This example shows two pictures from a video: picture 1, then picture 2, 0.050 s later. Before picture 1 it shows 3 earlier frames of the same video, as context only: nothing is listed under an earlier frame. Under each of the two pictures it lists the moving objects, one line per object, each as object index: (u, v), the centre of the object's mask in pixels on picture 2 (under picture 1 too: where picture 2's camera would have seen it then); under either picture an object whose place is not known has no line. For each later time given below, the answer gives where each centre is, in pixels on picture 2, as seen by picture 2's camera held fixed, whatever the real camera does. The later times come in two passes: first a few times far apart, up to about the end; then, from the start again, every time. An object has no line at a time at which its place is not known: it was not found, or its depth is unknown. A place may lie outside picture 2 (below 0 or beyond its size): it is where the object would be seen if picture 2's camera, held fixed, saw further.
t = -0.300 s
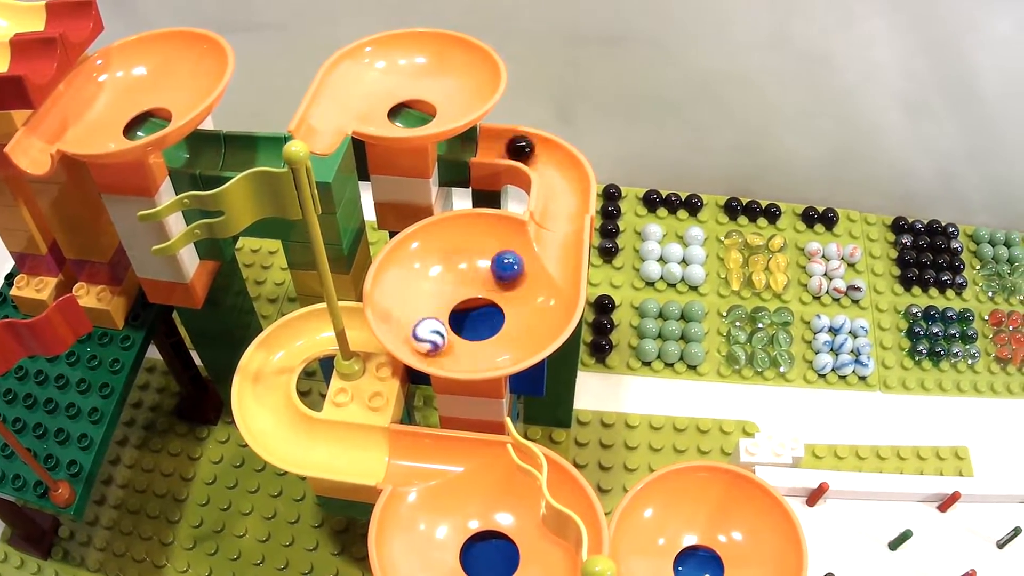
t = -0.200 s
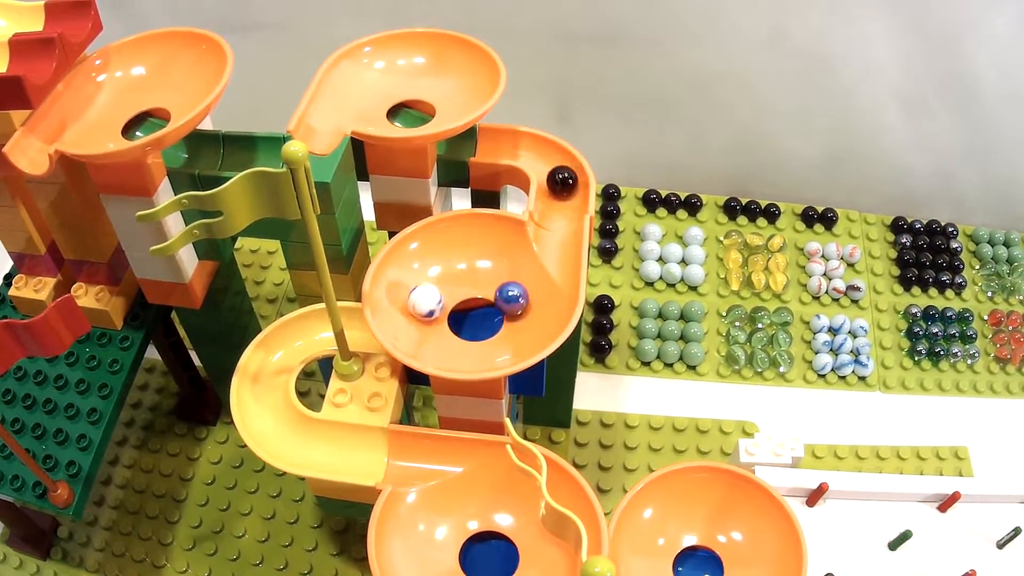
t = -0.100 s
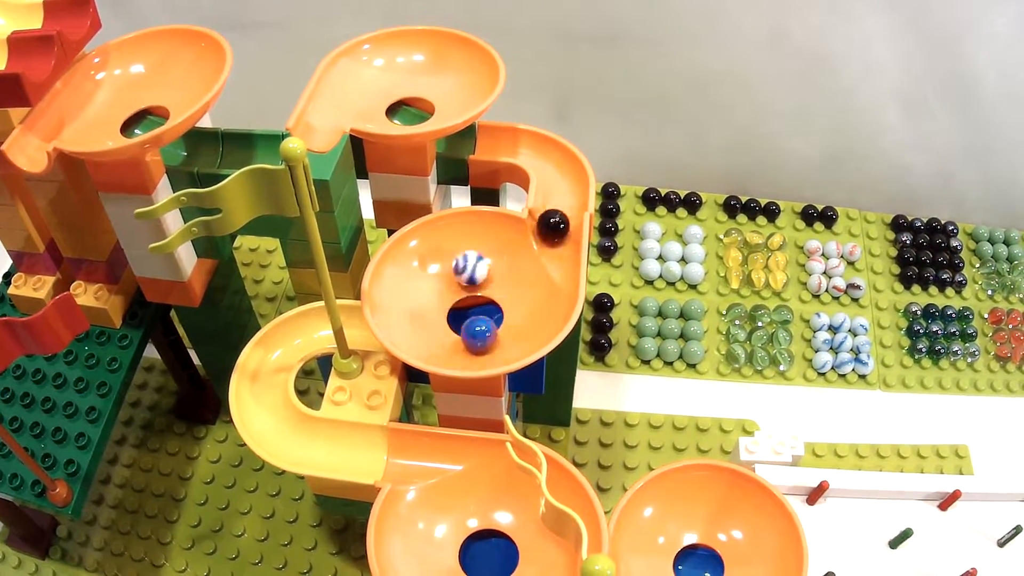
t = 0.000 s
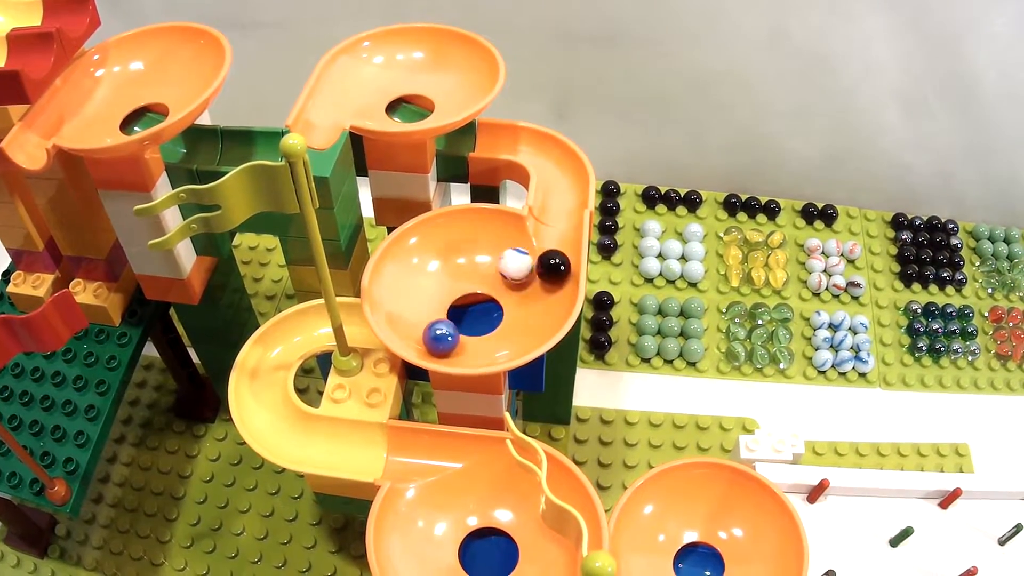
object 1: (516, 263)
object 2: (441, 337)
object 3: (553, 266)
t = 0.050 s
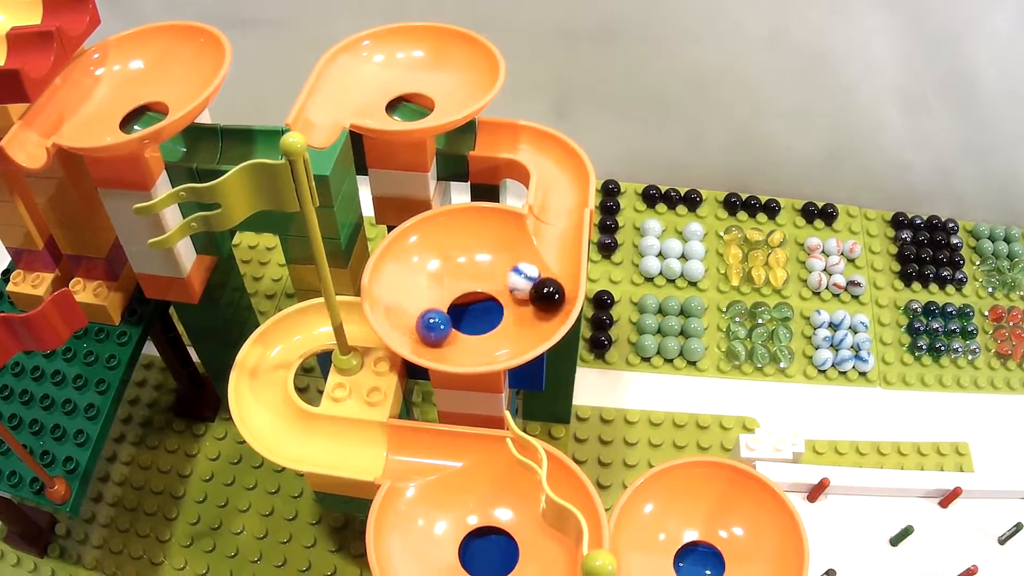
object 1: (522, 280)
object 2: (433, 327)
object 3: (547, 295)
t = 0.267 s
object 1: (436, 332)
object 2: (487, 263)
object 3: (394, 302)
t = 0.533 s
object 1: (492, 263)
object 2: (473, 334)
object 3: (550, 278)
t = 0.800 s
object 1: (471, 331)
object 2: (437, 268)
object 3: (417, 318)
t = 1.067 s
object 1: (460, 278)
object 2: (530, 313)
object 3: (502, 273)
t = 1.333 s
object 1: (499, 309)
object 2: (415, 289)
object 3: (458, 336)
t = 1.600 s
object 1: (440, 308)
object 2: (529, 295)
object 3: (470, 264)
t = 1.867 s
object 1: (505, 276)
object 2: (421, 312)
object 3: (494, 331)
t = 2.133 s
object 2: (515, 277)
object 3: (425, 290)
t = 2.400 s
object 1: (258, 373)
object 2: (442, 329)
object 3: (521, 290)
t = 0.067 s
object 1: (521, 284)
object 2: (433, 323)
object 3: (540, 307)
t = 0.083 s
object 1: (518, 292)
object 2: (435, 318)
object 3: (530, 319)
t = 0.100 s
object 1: (514, 299)
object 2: (437, 312)
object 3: (517, 328)
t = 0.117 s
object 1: (509, 306)
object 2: (440, 306)
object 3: (503, 336)
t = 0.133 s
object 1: (503, 313)
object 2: (443, 300)
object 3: (486, 341)
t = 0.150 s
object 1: (495, 319)
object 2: (447, 292)
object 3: (469, 344)
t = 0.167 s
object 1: (486, 325)
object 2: (452, 287)
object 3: (452, 344)
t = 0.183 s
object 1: (477, 329)
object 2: (458, 280)
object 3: (436, 340)
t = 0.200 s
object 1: (468, 332)
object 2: (463, 275)
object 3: (422, 335)
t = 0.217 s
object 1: (459, 334)
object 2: (469, 272)
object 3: (410, 327)
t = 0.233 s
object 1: (451, 335)
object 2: (475, 268)
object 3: (402, 320)
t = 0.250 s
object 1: (443, 334)
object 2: (482, 265)
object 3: (396, 311)
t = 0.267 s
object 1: (436, 332)
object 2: (487, 263)
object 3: (394, 302)
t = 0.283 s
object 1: (430, 329)
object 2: (492, 262)
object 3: (395, 294)
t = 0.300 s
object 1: (426, 327)
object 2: (497, 262)
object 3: (398, 287)
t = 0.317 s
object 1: (424, 323)
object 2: (500, 264)
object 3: (406, 279)
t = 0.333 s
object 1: (423, 318)
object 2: (503, 268)
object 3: (415, 272)
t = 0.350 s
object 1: (424, 314)
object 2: (505, 272)
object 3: (426, 266)
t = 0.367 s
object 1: (427, 308)
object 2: (507, 277)
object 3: (439, 262)
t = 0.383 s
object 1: (430, 303)
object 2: (507, 283)
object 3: (454, 257)
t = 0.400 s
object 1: (435, 298)
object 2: (507, 289)
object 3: (469, 254)
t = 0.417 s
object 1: (441, 292)
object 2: (505, 296)
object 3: (484, 252)
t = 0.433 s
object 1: (448, 286)
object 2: (503, 302)
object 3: (498, 251)
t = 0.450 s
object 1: (455, 281)
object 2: (500, 309)
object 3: (512, 252)
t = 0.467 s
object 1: (463, 276)
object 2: (495, 316)
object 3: (523, 253)
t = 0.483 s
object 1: (471, 272)
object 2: (490, 322)
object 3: (533, 257)
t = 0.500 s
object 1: (477, 269)
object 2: (485, 327)
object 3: (541, 262)
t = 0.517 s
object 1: (485, 265)
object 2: (479, 331)
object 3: (546, 269)
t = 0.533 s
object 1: (492, 263)
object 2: (473, 334)
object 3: (550, 278)
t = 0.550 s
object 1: (499, 262)
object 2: (467, 337)
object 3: (550, 287)
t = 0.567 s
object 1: (505, 262)
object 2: (461, 338)
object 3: (547, 296)
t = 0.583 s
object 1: (510, 263)
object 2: (456, 339)
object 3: (541, 307)
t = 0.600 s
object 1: (514, 266)
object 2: (451, 338)
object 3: (531, 317)
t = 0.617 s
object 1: (516, 270)
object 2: (447, 337)
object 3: (520, 326)
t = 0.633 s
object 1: (517, 275)
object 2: (444, 335)
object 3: (505, 333)
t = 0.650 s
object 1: (517, 281)
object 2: (441, 332)
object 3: (490, 338)
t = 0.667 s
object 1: (516, 287)
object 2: (440, 328)
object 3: (474, 341)
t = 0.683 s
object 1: (513, 294)
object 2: (435, 321)
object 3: (462, 342)
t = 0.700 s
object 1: (510, 300)
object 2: (431, 313)
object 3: (452, 342)
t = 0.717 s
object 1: (505, 308)
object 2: (429, 305)
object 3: (442, 341)
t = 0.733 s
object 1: (499, 314)
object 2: (428, 298)
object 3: (434, 338)
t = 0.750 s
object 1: (493, 319)
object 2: (428, 289)
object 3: (427, 334)
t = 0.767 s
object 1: (485, 324)
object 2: (430, 282)
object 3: (422, 330)
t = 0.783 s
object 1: (478, 328)
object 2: (433, 275)
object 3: (418, 324)
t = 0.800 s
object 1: (471, 331)
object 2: (437, 268)
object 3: (417, 318)
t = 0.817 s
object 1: (463, 334)
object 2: (442, 264)
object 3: (417, 312)
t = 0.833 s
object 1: (456, 335)
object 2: (448, 260)
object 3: (420, 304)
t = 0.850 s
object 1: (448, 335)
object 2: (455, 258)
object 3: (424, 296)
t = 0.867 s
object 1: (443, 334)
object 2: (462, 256)
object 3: (430, 289)
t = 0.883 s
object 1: (438, 333)
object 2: (469, 257)
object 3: (437, 282)
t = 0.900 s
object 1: (434, 329)
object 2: (477, 258)
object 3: (445, 275)
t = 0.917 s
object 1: (432, 326)
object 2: (486, 261)
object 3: (452, 269)
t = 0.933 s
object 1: (431, 322)
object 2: (496, 265)
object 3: (456, 265)
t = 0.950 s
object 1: (431, 317)
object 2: (506, 269)
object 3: (462, 262)
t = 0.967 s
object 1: (433, 312)
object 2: (514, 273)
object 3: (468, 260)
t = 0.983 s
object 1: (435, 307)
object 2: (521, 279)
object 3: (474, 259)
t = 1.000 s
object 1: (439, 301)
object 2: (526, 285)
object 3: (481, 259)
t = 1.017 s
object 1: (443, 295)
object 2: (530, 292)
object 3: (486, 261)
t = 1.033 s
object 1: (448, 289)
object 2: (532, 299)
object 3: (492, 264)
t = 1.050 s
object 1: (454, 284)
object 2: (532, 306)
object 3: (498, 268)
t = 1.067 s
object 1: (460, 278)
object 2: (530, 313)
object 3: (502, 273)
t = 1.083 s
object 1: (467, 274)
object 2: (526, 319)
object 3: (505, 278)
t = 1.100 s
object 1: (473, 269)
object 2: (520, 325)
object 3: (508, 284)
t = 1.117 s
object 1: (479, 266)
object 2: (513, 331)
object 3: (510, 290)
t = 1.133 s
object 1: (485, 264)
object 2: (504, 335)
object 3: (511, 297)
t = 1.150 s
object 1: (491, 262)
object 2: (494, 338)
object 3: (511, 304)
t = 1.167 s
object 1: (496, 262)
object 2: (483, 340)
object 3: (509, 310)
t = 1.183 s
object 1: (501, 263)
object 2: (472, 340)
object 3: (507, 317)
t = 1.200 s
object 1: (505, 264)
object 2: (461, 338)
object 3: (504, 323)
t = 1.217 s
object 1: (507, 267)
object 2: (450, 335)
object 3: (500, 327)
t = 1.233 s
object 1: (509, 272)
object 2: (441, 331)
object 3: (495, 332)
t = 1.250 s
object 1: (510, 277)
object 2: (432, 326)
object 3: (489, 335)
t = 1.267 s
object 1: (509, 283)
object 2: (425, 319)
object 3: (483, 338)
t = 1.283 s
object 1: (509, 289)
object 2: (420, 312)
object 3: (477, 339)
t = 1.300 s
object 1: (506, 295)
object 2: (416, 305)
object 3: (470, 338)
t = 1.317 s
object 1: (502, 302)
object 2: (415, 298)
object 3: (464, 338)
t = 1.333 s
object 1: (499, 309)
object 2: (415, 289)
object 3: (458, 336)
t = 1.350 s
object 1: (494, 315)
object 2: (418, 284)
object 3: (453, 333)
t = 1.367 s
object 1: (488, 320)
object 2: (422, 278)
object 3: (448, 329)
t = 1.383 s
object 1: (483, 324)
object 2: (428, 272)
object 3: (444, 324)
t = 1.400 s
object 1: (476, 329)
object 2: (435, 267)
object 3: (441, 319)
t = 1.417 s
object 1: (469, 332)
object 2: (442, 264)
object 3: (438, 312)
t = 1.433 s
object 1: (463, 334)
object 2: (451, 263)
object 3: (437, 306)
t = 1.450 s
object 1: (457, 335)
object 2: (461, 262)
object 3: (437, 299)
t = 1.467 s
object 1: (451, 335)
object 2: (471, 262)
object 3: (438, 294)
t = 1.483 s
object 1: (446, 334)
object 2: (481, 263)
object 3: (439, 287)
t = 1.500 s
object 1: (442, 333)
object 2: (491, 266)
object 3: (441, 281)
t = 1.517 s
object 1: (439, 330)
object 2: (500, 269)
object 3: (444, 276)
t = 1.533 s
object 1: (437, 327)
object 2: (509, 273)
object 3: (448, 270)
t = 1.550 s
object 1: (436, 323)
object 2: (516, 278)
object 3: (453, 267)
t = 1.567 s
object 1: (436, 319)
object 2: (522, 283)
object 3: (458, 264)
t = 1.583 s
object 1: (438, 314)
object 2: (527, 289)
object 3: (464, 264)
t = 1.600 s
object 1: (440, 308)
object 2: (529, 295)
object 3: (470, 264)
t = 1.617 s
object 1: (443, 302)
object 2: (530, 301)
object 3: (476, 264)
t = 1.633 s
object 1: (446, 297)
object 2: (530, 308)
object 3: (482, 265)
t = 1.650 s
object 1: (451, 291)
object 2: (527, 314)
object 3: (487, 268)
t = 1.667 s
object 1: (455, 285)
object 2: (522, 320)
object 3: (493, 271)
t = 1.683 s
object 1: (461, 280)
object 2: (516, 326)
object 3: (498, 276)
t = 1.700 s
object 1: (465, 275)
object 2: (508, 330)
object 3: (502, 280)
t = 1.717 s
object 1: (471, 270)
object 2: (499, 333)
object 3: (505, 285)
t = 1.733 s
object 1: (478, 267)
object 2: (489, 336)
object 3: (508, 290)
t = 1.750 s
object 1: (482, 264)
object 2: (478, 338)
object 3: (510, 296)
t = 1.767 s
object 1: (487, 263)
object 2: (468, 338)
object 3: (511, 301)
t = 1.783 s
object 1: (492, 262)
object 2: (457, 336)
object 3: (510, 307)
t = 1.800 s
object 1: (496, 263)
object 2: (448, 333)
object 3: (509, 314)
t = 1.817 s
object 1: (499, 264)
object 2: (439, 330)
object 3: (507, 319)
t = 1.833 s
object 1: (502, 267)
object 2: (431, 325)
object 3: (503, 324)
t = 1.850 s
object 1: (503, 271)
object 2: (425, 319)
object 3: (499, 328)
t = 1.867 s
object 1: (505, 276)
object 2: (421, 312)
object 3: (494, 331)
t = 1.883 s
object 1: (505, 282)
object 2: (418, 305)
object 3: (488, 333)
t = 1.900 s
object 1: (504, 288)
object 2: (417, 298)
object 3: (482, 335)
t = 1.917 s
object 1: (502, 294)
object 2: (417, 292)
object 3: (475, 335)
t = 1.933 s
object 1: (499, 300)
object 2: (420, 286)
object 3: (469, 335)
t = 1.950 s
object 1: (496, 306)
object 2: (424, 280)
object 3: (463, 334)
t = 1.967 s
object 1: (491, 312)
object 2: (430, 276)
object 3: (457, 331)
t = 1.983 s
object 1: (485, 315)
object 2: (437, 272)
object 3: (450, 329)
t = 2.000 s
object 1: (481, 316)
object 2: (445, 269)
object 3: (441, 326)
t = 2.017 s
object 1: (476, 317)
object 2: (453, 268)
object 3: (434, 323)
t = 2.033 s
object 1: (472, 317)
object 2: (463, 267)
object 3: (428, 319)
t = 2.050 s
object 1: (468, 317)
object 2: (472, 267)
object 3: (424, 315)
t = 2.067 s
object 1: (466, 320)
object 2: (482, 267)
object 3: (421, 310)
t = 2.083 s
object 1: (463, 323)
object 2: (491, 268)
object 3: (419, 304)
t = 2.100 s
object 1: (454, 319)
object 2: (500, 271)
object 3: (420, 299)
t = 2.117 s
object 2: (508, 274)
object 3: (421, 295)
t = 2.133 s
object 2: (515, 277)
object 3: (425, 290)
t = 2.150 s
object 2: (521, 282)
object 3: (429, 286)
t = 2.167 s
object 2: (525, 287)
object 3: (435, 283)
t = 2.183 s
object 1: (369, 336)
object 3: (442, 280)
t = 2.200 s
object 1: (363, 333)
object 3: (449, 277)
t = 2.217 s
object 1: (358, 330)
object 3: (457, 275)
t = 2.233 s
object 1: (353, 325)
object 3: (465, 273)
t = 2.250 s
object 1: (345, 316)
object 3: (474, 272)
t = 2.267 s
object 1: (320, 317)
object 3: (482, 272)
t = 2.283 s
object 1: (315, 318)
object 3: (490, 271)
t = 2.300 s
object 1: (306, 324)
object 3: (497, 271)
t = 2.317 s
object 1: (299, 334)
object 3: (504, 272)
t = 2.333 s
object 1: (290, 342)
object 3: (510, 274)
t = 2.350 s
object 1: (281, 350)
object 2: (470, 335)
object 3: (515, 277)
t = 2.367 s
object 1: (273, 358)
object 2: (460, 334)
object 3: (518, 281)
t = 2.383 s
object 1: (265, 365)
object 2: (451, 332)
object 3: (520, 285)
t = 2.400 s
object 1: (258, 373)
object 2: (442, 329)
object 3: (521, 290)
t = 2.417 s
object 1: (254, 382)
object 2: (434, 325)
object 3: (521, 295)
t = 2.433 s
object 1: (254, 390)
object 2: (428, 320)
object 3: (519, 300)
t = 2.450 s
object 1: (256, 400)
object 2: (423, 315)
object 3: (516, 307)
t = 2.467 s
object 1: (261, 410)
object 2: (420, 309)
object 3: (512, 312)
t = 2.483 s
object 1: (268, 418)
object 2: (418, 303)
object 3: (506, 317)
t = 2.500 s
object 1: (275, 426)
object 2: (418, 297)
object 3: (500, 322)
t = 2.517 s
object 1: (282, 434)
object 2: (420, 292)
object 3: (493, 325)
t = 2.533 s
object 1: (290, 441)
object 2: (424, 286)
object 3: (485, 328)
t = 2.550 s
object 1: (299, 446)
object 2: (429, 282)
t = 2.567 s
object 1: (309, 449)
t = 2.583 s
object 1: (320, 450)
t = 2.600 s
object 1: (331, 451)
